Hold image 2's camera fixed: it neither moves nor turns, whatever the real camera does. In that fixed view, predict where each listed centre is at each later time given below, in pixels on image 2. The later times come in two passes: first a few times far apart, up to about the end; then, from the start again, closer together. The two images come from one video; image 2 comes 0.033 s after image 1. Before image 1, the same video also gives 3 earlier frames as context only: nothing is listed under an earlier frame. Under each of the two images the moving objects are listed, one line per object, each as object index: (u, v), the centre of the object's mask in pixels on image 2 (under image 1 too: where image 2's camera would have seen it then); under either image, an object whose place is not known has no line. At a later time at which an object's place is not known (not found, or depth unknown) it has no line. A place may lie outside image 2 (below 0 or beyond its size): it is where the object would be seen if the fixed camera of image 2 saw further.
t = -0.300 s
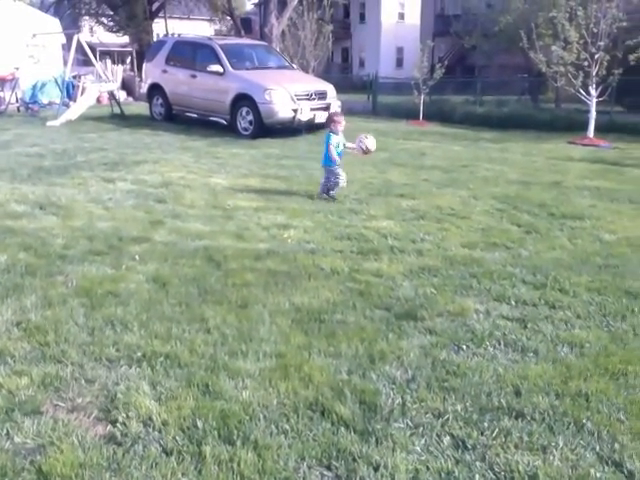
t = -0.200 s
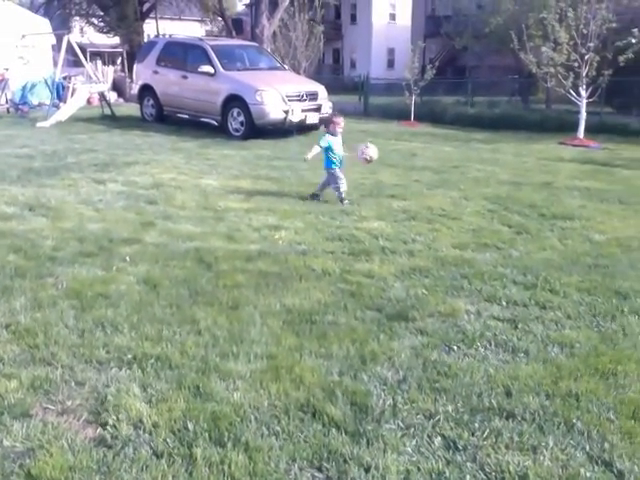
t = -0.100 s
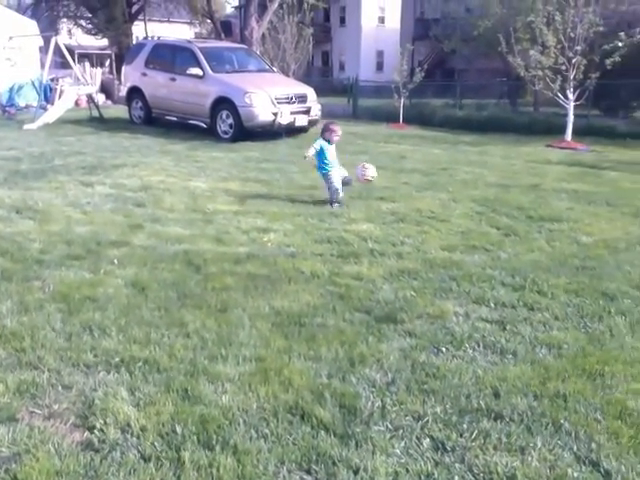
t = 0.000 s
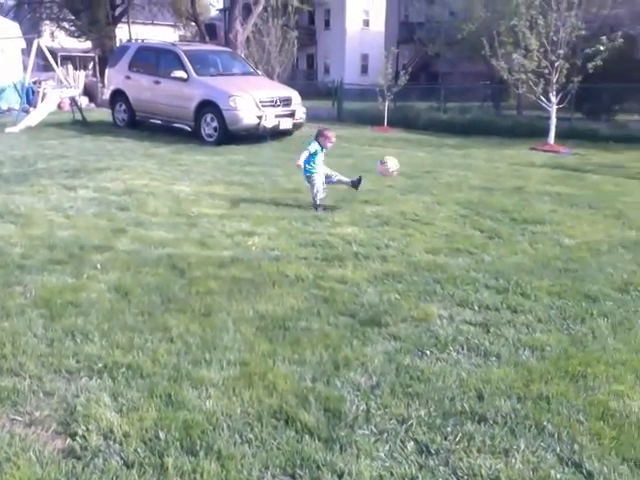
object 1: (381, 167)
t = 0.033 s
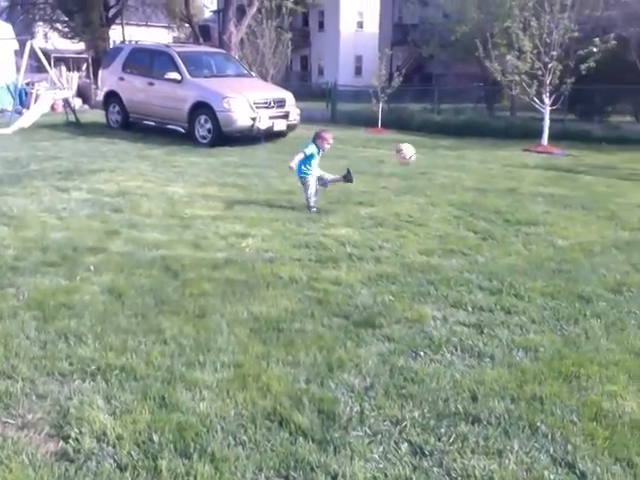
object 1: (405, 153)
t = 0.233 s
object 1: (548, 87)
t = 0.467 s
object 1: (727, 61)
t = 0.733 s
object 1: (924, 120)
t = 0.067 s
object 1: (427, 140)
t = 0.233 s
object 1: (548, 87)
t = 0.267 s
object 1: (574, 80)
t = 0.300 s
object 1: (599, 74)
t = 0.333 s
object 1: (624, 69)
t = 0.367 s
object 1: (650, 65)
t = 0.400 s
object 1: (675, 62)
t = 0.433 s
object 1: (701, 61)
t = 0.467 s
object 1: (727, 61)
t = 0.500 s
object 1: (753, 63)
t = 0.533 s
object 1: (779, 67)
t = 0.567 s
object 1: (805, 71)
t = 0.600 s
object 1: (832, 77)
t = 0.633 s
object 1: (856, 85)
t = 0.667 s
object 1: (877, 96)
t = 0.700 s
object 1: (902, 107)
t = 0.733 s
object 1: (924, 120)
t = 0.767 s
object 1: (948, 134)
